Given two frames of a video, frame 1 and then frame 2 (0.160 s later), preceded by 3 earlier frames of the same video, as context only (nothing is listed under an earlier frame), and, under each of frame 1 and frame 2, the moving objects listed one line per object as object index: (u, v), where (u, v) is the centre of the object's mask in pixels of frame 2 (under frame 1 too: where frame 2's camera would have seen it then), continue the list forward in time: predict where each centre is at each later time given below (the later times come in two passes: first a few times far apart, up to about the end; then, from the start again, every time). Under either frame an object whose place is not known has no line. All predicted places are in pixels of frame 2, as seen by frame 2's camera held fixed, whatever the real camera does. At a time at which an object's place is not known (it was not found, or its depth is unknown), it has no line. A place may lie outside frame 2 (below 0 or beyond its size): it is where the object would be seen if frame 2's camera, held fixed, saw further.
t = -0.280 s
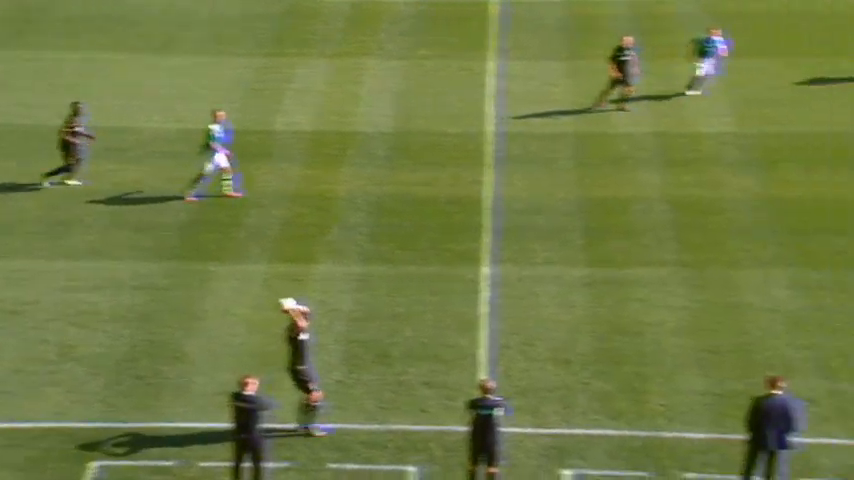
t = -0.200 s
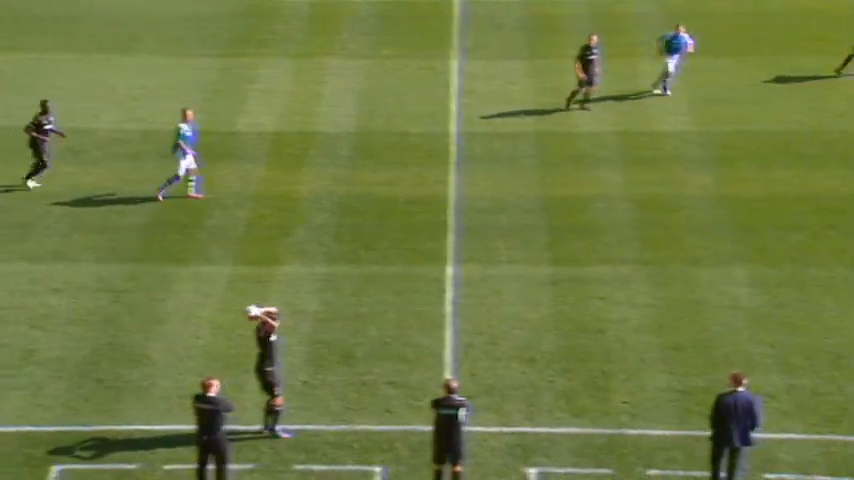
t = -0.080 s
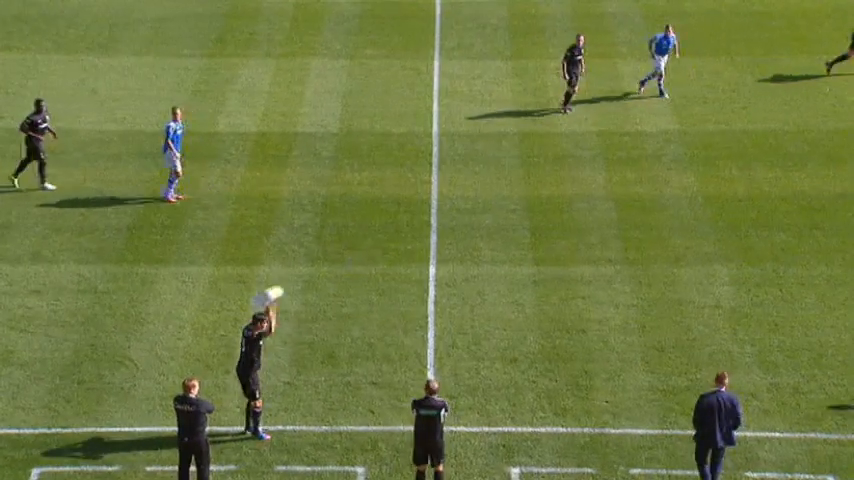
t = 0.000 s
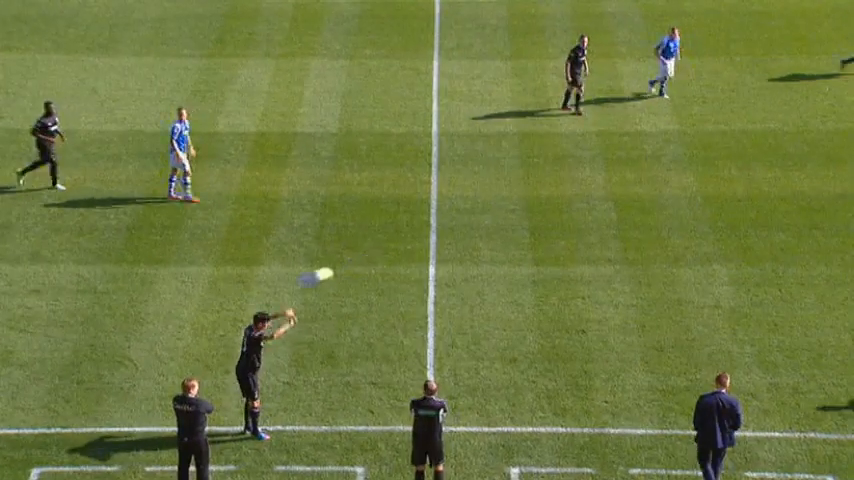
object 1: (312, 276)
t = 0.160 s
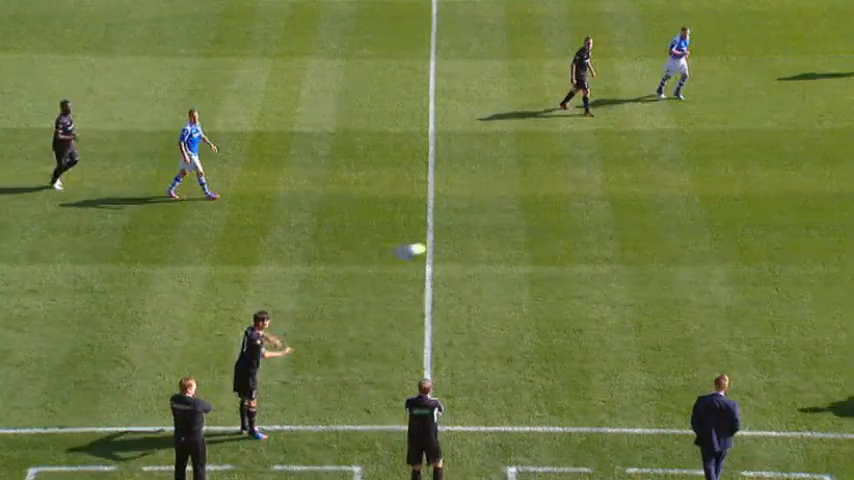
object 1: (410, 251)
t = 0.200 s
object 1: (439, 247)
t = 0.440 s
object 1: (576, 247)
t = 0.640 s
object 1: (687, 271)
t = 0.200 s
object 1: (439, 247)
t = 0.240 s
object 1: (459, 244)
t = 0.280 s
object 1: (485, 243)
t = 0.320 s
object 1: (509, 242)
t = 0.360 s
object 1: (531, 243)
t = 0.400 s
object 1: (554, 244)
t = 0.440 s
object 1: (576, 247)
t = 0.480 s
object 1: (599, 250)
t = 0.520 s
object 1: (621, 254)
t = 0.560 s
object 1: (643, 258)
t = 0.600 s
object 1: (665, 264)
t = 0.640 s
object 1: (687, 271)
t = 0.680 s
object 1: (708, 279)
